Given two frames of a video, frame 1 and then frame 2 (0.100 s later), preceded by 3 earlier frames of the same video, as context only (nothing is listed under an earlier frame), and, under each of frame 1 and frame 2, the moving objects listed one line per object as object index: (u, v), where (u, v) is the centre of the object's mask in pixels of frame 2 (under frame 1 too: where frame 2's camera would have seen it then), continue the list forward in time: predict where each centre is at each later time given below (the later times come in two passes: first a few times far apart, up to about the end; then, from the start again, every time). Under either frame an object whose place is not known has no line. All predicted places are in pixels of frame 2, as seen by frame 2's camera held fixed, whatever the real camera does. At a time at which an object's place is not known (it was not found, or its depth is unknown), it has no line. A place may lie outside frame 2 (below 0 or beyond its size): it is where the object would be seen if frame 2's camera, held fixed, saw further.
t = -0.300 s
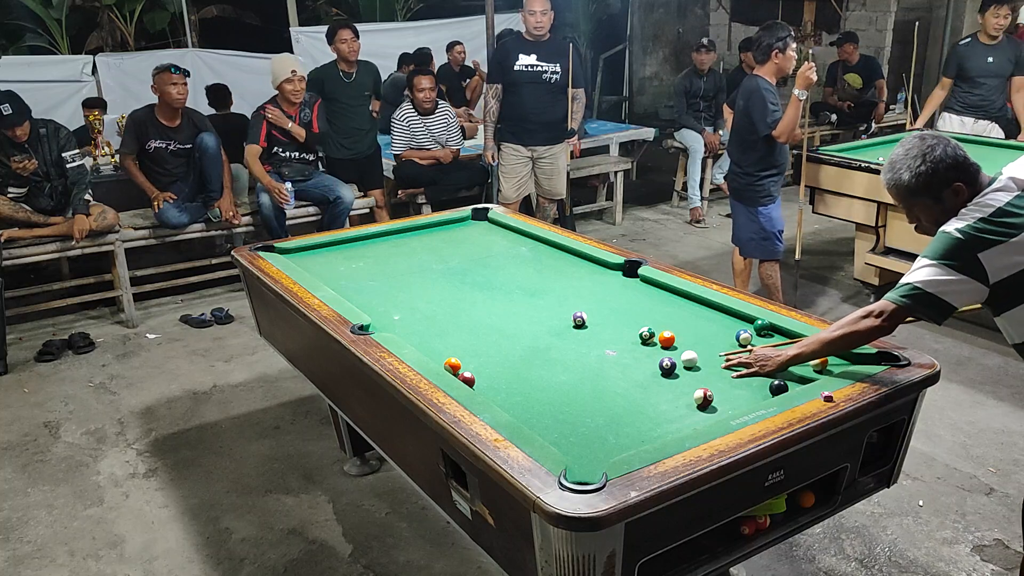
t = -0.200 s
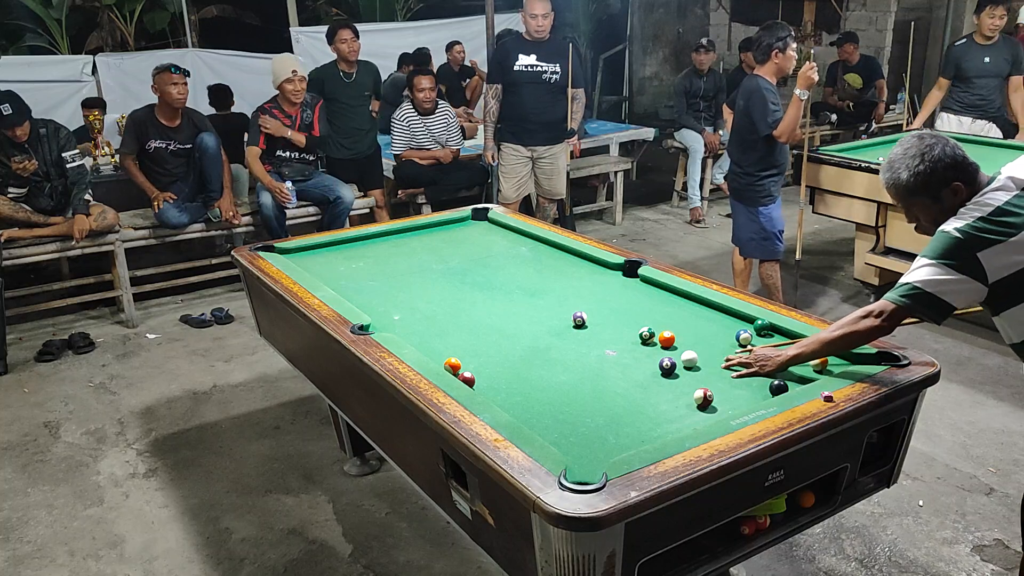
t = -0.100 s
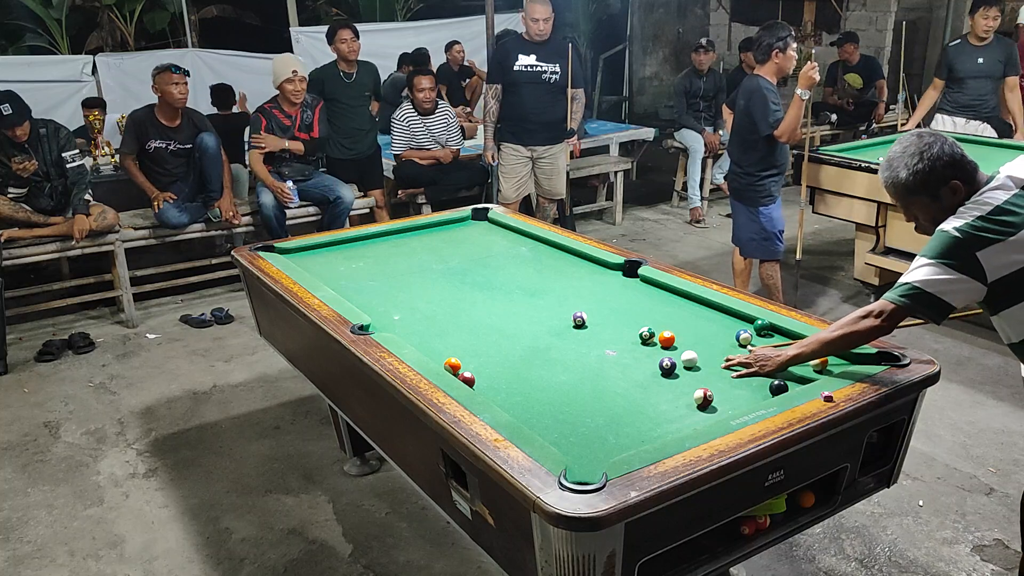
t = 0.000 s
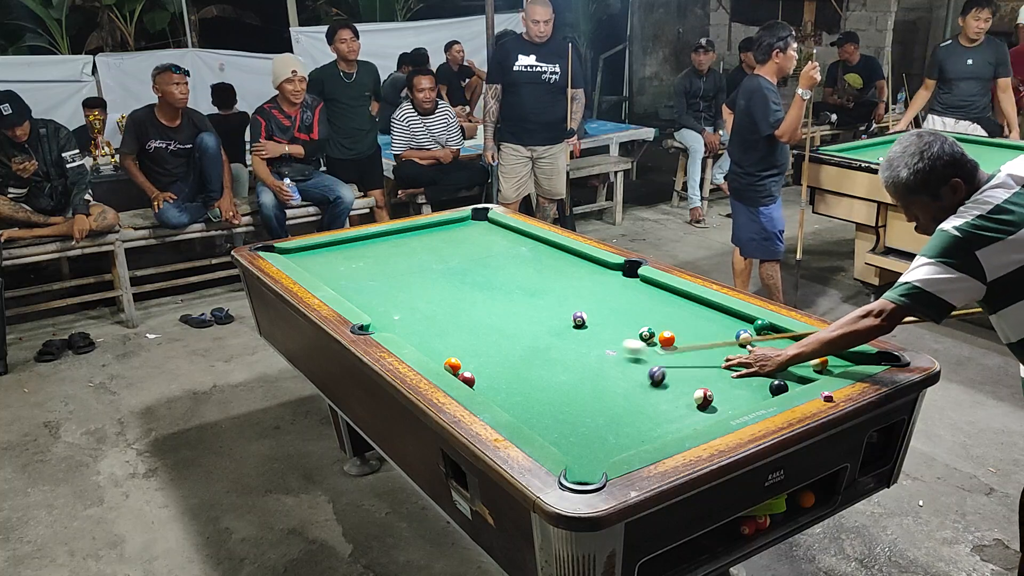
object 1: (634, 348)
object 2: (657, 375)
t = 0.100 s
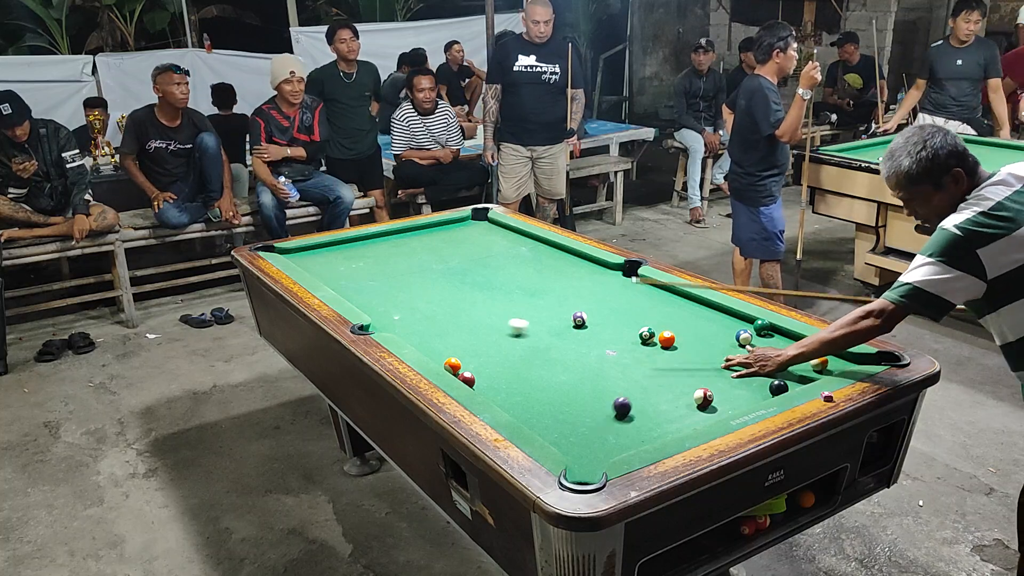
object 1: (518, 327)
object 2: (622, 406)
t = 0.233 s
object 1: (397, 304)
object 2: (577, 447)
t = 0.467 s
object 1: (341, 263)
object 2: (647, 437)
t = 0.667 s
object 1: (372, 244)
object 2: (678, 411)
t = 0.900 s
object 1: (469, 247)
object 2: (683, 393)
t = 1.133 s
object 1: (566, 251)
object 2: (676, 380)
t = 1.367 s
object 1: (566, 275)
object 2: (671, 369)
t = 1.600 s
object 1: (566, 303)
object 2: (667, 360)
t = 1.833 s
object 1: (549, 333)
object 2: (663, 353)
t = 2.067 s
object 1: (516, 364)
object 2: (660, 347)
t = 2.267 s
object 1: (485, 391)
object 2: (656, 344)
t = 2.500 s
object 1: (523, 388)
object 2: (652, 342)
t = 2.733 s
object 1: (559, 384)
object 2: (651, 343)
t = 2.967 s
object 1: (592, 379)
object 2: (651, 343)
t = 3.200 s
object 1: (621, 376)
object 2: (651, 343)
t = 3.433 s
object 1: (645, 372)
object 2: (651, 343)
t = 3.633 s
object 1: (664, 369)
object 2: (651, 343)
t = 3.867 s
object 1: (682, 366)
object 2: (651, 343)
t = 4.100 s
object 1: (697, 364)
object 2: (651, 343)
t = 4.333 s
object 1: (709, 362)
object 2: (651, 343)
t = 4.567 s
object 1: (717, 360)
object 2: (651, 343)
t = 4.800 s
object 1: (723, 359)
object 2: (651, 343)
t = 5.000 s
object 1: (725, 359)
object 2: (651, 343)
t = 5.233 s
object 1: (725, 359)
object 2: (651, 343)
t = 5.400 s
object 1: (725, 359)
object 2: (651, 343)
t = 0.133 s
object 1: (485, 321)
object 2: (611, 416)
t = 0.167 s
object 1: (454, 315)
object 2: (600, 426)
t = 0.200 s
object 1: (424, 310)
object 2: (589, 436)
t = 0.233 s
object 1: (397, 304)
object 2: (577, 447)
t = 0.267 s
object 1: (371, 300)
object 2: (572, 453)
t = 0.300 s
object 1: (347, 294)
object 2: (590, 452)
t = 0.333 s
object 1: (341, 289)
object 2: (606, 450)
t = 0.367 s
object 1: (341, 282)
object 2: (621, 447)
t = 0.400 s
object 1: (341, 275)
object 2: (634, 444)
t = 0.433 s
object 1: (341, 269)
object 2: (641, 441)
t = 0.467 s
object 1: (341, 263)
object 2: (647, 437)
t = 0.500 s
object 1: (341, 257)
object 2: (652, 433)
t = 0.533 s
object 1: (341, 251)
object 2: (658, 429)
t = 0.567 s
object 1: (340, 246)
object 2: (663, 424)
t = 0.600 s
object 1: (343, 242)
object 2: (668, 420)
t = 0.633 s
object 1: (358, 243)
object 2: (673, 415)
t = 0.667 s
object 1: (372, 244)
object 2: (678, 411)
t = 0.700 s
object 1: (386, 244)
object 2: (682, 408)
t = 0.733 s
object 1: (400, 244)
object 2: (687, 404)
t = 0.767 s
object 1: (414, 245)
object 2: (687, 401)
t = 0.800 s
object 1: (427, 246)
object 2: (686, 399)
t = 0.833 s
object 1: (441, 246)
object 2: (685, 397)
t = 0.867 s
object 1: (455, 246)
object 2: (684, 395)
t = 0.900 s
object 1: (469, 247)
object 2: (683, 393)
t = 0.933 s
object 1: (483, 247)
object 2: (682, 391)
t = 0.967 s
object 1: (496, 248)
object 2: (681, 389)
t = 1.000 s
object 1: (510, 248)
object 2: (680, 387)
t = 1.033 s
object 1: (524, 249)
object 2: (679, 385)
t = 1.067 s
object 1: (538, 249)
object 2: (678, 383)
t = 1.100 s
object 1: (552, 250)
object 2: (677, 382)
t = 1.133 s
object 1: (566, 251)
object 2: (676, 380)
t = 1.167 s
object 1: (566, 254)
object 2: (676, 378)
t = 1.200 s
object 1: (566, 258)
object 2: (675, 377)
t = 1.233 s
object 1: (566, 261)
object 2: (674, 375)
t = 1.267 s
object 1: (566, 264)
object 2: (673, 374)
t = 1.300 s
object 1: (566, 268)
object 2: (673, 372)
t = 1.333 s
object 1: (566, 272)
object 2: (672, 371)
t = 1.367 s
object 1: (566, 275)
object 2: (671, 369)
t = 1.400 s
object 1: (566, 279)
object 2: (671, 368)
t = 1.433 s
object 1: (566, 283)
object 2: (670, 367)
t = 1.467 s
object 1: (566, 287)
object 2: (669, 365)
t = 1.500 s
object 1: (566, 291)
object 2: (669, 364)
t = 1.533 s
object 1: (566, 295)
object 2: (668, 363)
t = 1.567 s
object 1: (566, 299)
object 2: (668, 361)
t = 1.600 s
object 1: (566, 303)
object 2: (667, 360)
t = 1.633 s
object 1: (566, 307)
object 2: (666, 359)
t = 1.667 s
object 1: (565, 312)
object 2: (666, 358)
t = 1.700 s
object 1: (565, 317)
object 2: (665, 357)
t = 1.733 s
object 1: (562, 321)
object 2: (665, 356)
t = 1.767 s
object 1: (558, 325)
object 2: (664, 355)
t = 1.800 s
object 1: (553, 329)
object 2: (664, 354)
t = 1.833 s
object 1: (549, 333)
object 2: (663, 353)
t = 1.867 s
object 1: (544, 337)
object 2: (663, 352)
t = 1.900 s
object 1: (539, 342)
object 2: (662, 351)
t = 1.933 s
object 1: (535, 346)
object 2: (662, 350)
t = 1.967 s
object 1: (530, 351)
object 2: (661, 350)
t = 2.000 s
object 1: (525, 355)
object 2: (661, 349)
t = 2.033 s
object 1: (521, 360)
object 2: (660, 348)
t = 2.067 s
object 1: (516, 364)
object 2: (660, 347)
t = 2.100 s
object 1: (510, 369)
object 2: (660, 346)
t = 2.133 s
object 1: (505, 374)
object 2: (659, 346)
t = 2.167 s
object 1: (500, 379)
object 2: (659, 345)
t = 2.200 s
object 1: (495, 384)
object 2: (658, 345)
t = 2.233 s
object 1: (490, 389)
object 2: (657, 344)
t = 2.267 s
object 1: (485, 391)
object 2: (656, 344)
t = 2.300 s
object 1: (488, 392)
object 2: (656, 344)
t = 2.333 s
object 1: (494, 393)
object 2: (655, 344)
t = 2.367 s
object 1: (500, 393)
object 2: (654, 343)
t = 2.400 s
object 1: (506, 393)
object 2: (654, 343)
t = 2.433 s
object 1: (511, 392)
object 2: (653, 343)
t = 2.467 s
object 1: (517, 391)
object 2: (653, 343)
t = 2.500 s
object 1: (523, 388)
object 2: (652, 342)
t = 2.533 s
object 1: (528, 389)
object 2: (652, 342)
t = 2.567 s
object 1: (534, 388)
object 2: (652, 342)
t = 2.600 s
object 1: (539, 387)
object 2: (652, 342)
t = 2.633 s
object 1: (544, 386)
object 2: (651, 343)
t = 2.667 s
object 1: (549, 385)
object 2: (651, 343)
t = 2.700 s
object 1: (554, 384)
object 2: (651, 343)
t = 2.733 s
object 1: (559, 384)
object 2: (651, 343)
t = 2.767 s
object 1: (564, 383)
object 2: (651, 343)
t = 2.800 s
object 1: (569, 382)
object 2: (651, 343)
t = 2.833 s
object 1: (574, 382)
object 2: (651, 343)
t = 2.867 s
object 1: (579, 381)
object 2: (651, 343)
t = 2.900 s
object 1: (583, 380)
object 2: (651, 343)
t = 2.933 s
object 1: (588, 380)
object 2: (651, 343)
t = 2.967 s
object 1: (592, 379)
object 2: (651, 343)
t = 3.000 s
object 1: (596, 379)
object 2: (651, 343)
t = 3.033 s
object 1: (601, 378)
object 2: (651, 343)
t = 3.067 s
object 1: (605, 378)
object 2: (651, 343)
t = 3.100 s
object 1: (609, 377)
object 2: (651, 343)
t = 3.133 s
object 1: (613, 377)
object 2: (651, 343)
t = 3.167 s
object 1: (617, 376)
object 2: (651, 343)
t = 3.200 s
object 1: (621, 376)
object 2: (651, 343)
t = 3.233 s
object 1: (624, 375)
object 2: (651, 343)
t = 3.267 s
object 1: (628, 374)
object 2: (651, 343)
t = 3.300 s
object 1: (631, 374)
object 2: (651, 343)
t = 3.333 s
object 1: (635, 373)
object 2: (651, 343)
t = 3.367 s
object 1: (639, 373)
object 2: (651, 343)
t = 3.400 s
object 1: (642, 372)
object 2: (651, 343)
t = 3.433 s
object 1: (645, 372)
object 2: (651, 343)
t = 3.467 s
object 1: (649, 371)
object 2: (651, 343)
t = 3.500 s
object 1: (652, 371)
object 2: (651, 343)
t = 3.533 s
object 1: (655, 370)
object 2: (651, 343)
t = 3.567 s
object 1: (658, 370)
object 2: (651, 343)
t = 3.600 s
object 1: (661, 370)
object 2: (651, 343)
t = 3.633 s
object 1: (664, 369)
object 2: (651, 343)
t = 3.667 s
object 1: (667, 369)
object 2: (651, 343)
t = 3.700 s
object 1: (669, 368)
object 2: (651, 343)
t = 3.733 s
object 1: (672, 368)
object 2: (651, 343)
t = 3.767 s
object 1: (675, 367)
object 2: (651, 343)
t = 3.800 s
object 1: (677, 367)
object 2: (651, 343)
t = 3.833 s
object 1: (680, 366)
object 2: (651, 343)
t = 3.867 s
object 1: (682, 366)
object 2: (651, 343)
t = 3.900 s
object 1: (684, 366)
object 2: (651, 343)
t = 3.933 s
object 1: (687, 365)
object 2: (651, 343)
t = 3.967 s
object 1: (689, 365)
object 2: (651, 343)
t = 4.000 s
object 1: (691, 365)
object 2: (651, 343)
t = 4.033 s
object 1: (693, 364)
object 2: (651, 343)
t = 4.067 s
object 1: (695, 364)
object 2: (651, 343)
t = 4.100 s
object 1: (697, 364)
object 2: (651, 343)
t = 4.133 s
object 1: (699, 363)
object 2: (651, 343)
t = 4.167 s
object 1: (701, 363)
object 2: (651, 343)
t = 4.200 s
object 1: (702, 363)
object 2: (651, 343)
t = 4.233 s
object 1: (704, 362)
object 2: (651, 343)
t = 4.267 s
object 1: (706, 362)
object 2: (651, 343)
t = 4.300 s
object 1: (707, 362)
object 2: (651, 343)
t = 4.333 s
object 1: (709, 362)
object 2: (651, 343)
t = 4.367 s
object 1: (710, 361)
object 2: (651, 343)
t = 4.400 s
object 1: (712, 361)
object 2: (651, 343)
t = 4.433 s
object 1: (713, 361)
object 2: (651, 343)
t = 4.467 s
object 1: (714, 361)
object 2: (651, 343)
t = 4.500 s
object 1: (715, 360)
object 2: (651, 343)
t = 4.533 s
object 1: (716, 360)
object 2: (651, 343)
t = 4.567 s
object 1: (717, 360)
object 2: (651, 343)
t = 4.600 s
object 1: (718, 360)
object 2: (651, 343)
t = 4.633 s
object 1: (719, 360)
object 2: (651, 343)
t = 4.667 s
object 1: (720, 360)
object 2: (651, 343)
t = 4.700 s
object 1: (720, 360)
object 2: (651, 343)
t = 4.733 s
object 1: (721, 360)
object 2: (651, 343)
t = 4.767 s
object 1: (722, 359)
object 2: (651, 343)
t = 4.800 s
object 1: (723, 359)
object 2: (651, 343)
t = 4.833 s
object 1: (723, 359)
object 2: (651, 343)
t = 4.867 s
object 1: (724, 359)
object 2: (651, 343)
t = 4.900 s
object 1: (724, 359)
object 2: (651, 343)
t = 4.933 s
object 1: (724, 359)
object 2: (651, 343)
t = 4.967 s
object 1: (725, 359)
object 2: (651, 343)
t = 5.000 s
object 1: (725, 359)
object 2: (651, 343)
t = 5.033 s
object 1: (725, 359)
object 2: (651, 343)
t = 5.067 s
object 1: (725, 359)
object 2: (651, 343)
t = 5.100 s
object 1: (725, 359)
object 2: (651, 343)
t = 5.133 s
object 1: (725, 359)
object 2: (651, 343)
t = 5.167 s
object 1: (725, 359)
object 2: (651, 343)
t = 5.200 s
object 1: (725, 359)
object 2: (651, 343)
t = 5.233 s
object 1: (725, 359)
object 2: (651, 343)
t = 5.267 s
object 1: (725, 359)
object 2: (651, 343)
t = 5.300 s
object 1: (725, 359)
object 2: (651, 343)
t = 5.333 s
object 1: (725, 359)
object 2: (651, 343)
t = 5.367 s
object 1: (725, 359)
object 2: (651, 343)
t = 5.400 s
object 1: (725, 359)
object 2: (651, 343)
